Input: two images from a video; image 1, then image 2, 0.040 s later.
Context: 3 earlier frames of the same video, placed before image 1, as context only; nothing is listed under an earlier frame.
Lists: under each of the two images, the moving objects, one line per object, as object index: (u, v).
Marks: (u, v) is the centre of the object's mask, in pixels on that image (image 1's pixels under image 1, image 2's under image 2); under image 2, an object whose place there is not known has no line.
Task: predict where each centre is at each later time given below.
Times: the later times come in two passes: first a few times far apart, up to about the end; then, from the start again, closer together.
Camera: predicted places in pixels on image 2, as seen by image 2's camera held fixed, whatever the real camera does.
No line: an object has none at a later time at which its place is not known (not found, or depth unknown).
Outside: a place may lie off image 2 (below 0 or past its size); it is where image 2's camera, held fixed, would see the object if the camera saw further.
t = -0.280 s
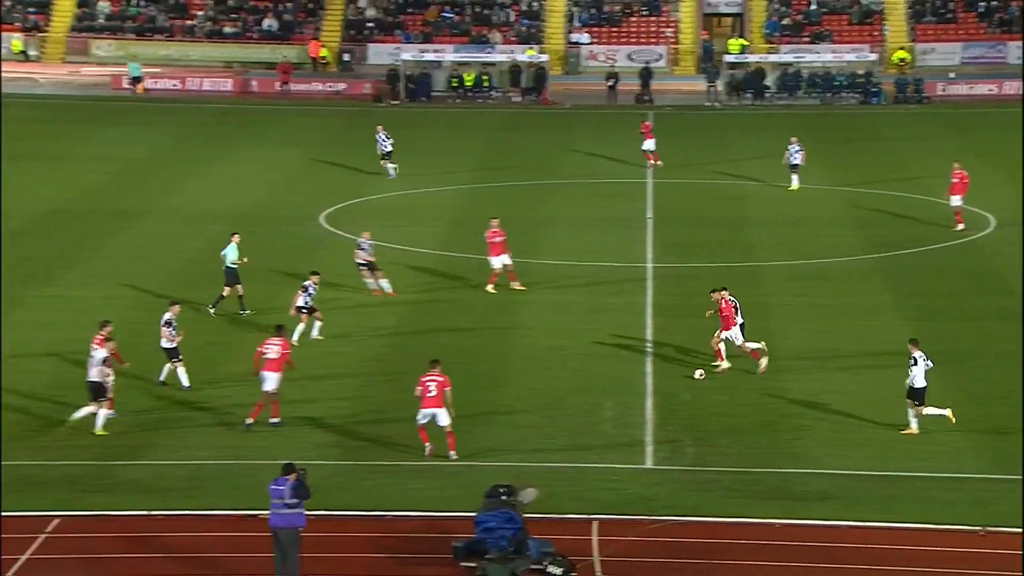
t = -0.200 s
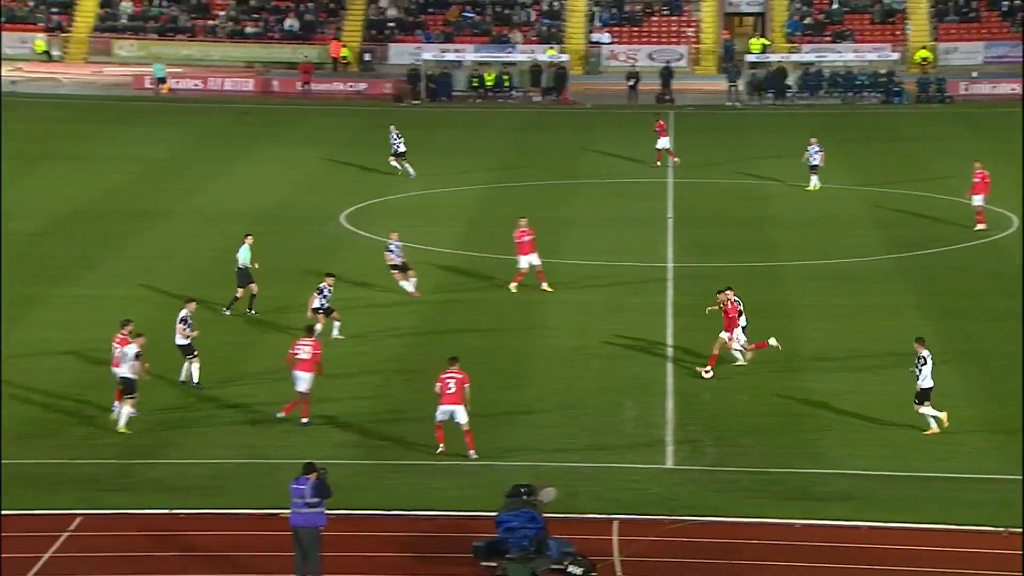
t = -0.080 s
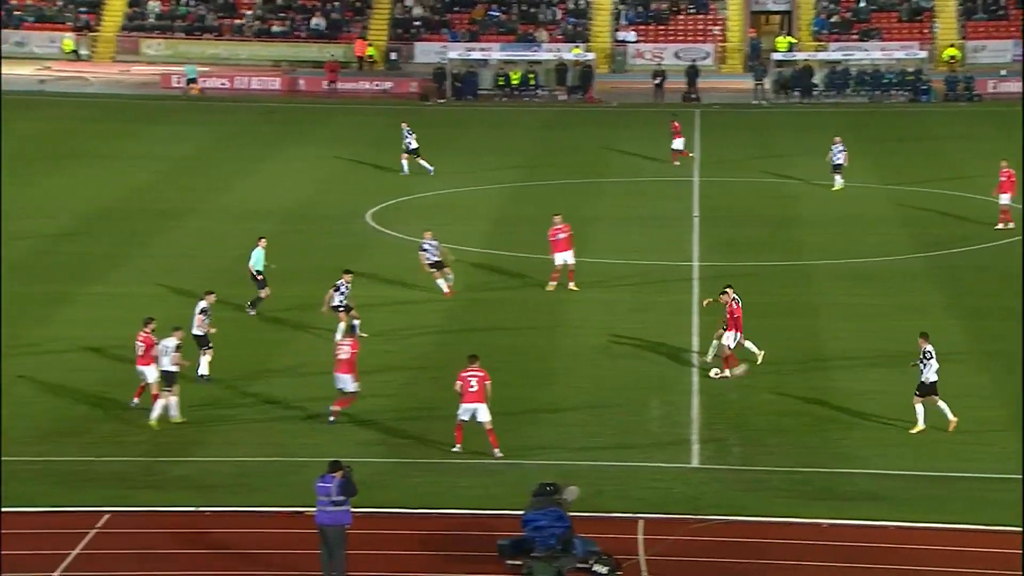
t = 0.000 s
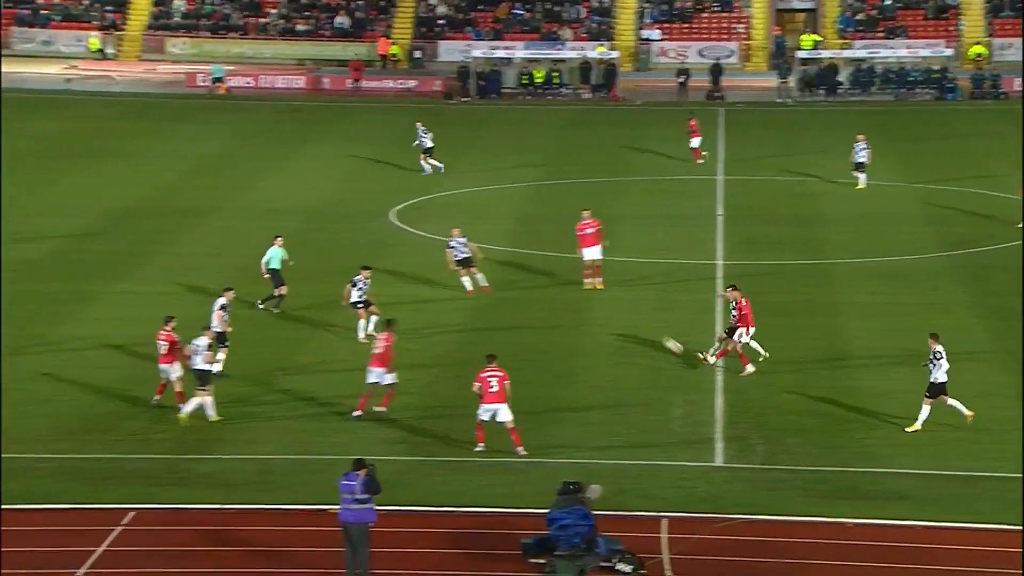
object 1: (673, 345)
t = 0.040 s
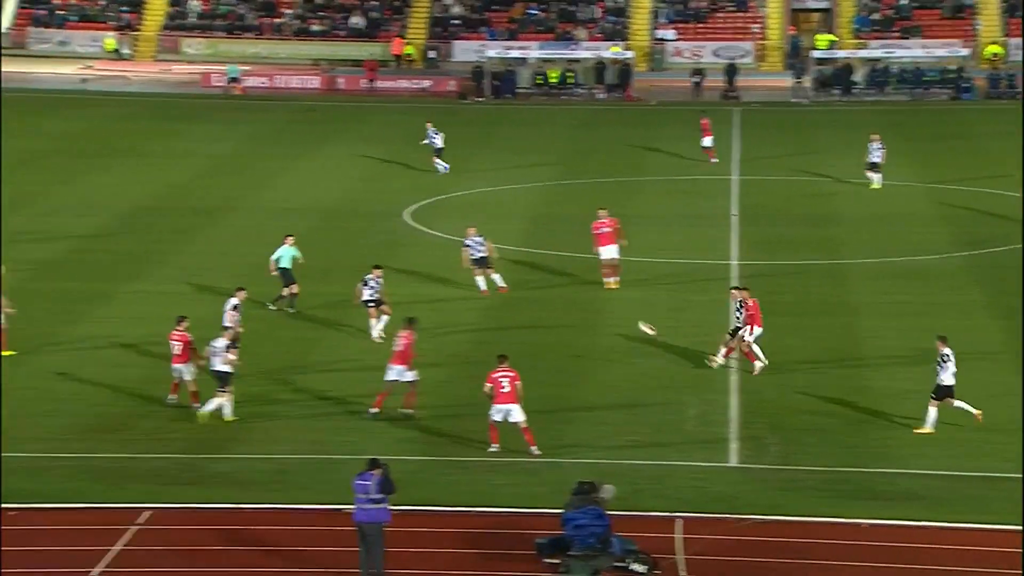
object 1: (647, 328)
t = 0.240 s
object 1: (457, 252)
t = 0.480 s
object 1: (253, 180)
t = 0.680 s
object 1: (95, 136)
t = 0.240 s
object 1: (457, 252)
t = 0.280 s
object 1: (422, 239)
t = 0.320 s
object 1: (387, 226)
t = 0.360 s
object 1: (352, 213)
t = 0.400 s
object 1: (318, 202)
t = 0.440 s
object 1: (286, 191)
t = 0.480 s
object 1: (253, 180)
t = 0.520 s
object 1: (220, 170)
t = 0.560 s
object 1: (188, 161)
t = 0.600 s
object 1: (157, 152)
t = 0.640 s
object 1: (126, 144)
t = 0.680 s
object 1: (95, 136)
